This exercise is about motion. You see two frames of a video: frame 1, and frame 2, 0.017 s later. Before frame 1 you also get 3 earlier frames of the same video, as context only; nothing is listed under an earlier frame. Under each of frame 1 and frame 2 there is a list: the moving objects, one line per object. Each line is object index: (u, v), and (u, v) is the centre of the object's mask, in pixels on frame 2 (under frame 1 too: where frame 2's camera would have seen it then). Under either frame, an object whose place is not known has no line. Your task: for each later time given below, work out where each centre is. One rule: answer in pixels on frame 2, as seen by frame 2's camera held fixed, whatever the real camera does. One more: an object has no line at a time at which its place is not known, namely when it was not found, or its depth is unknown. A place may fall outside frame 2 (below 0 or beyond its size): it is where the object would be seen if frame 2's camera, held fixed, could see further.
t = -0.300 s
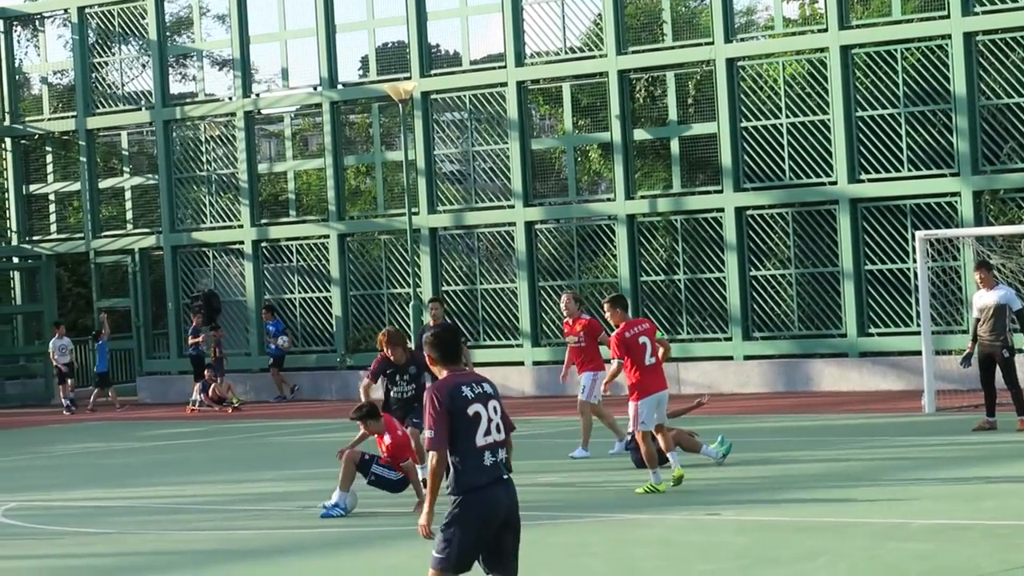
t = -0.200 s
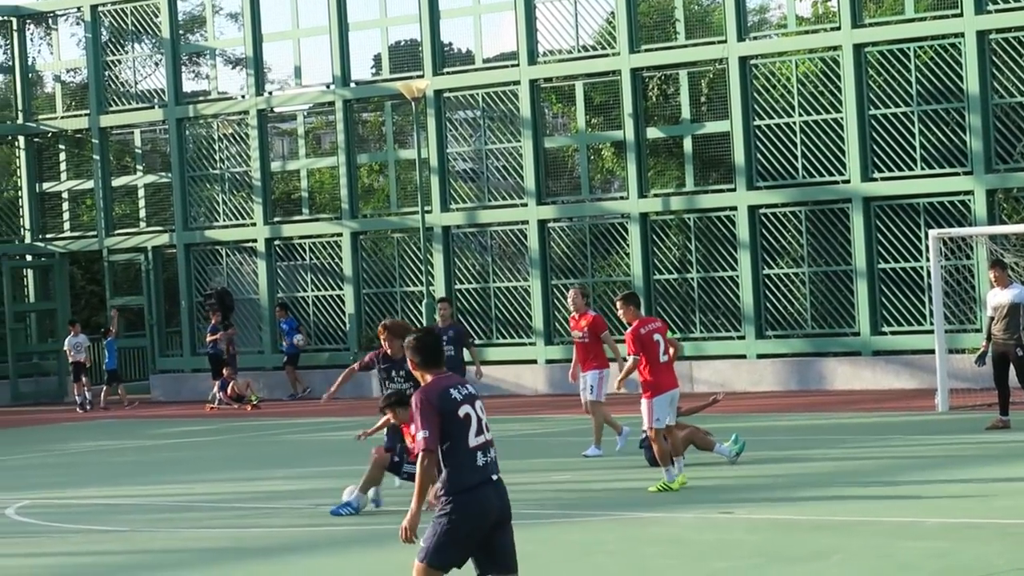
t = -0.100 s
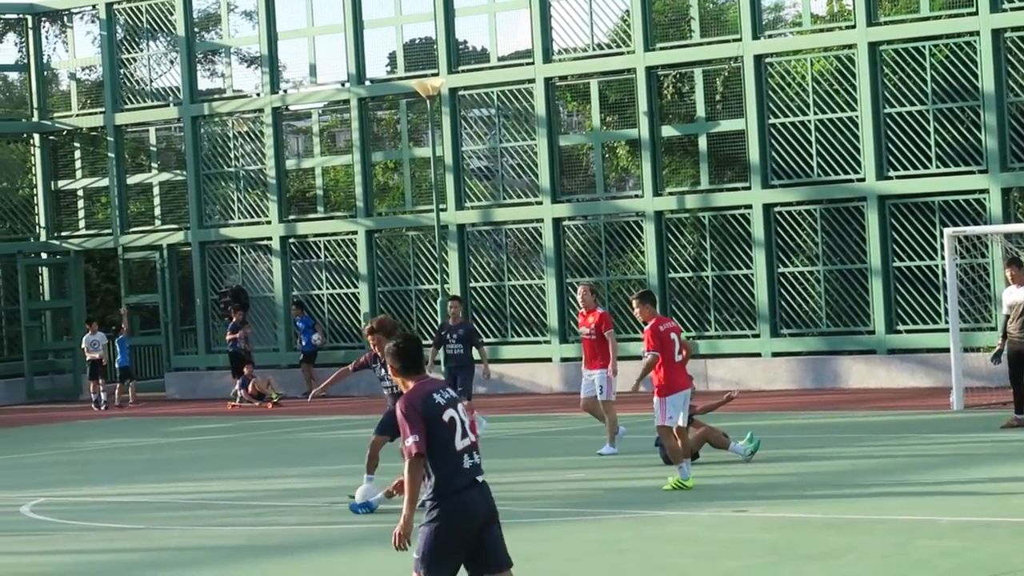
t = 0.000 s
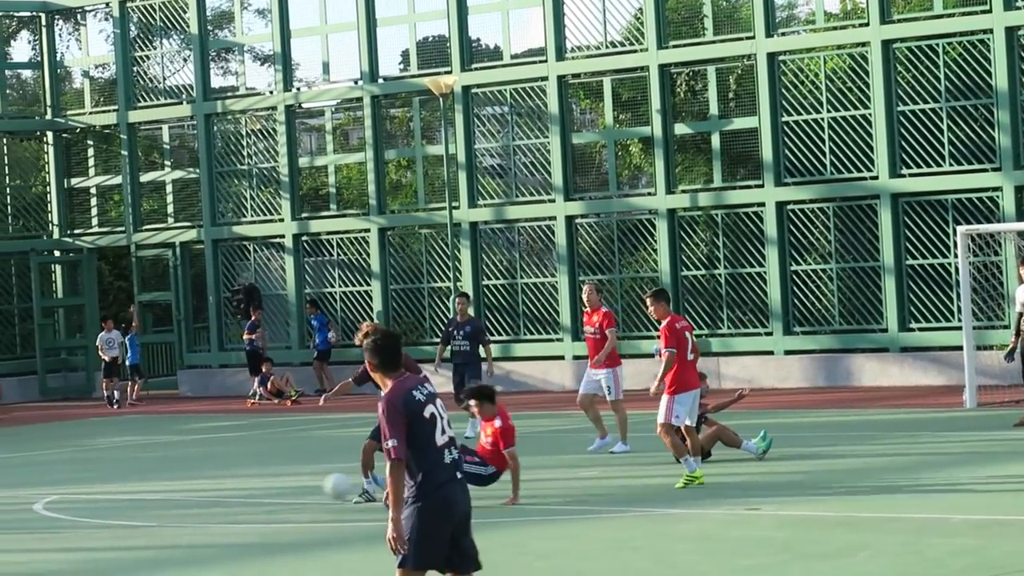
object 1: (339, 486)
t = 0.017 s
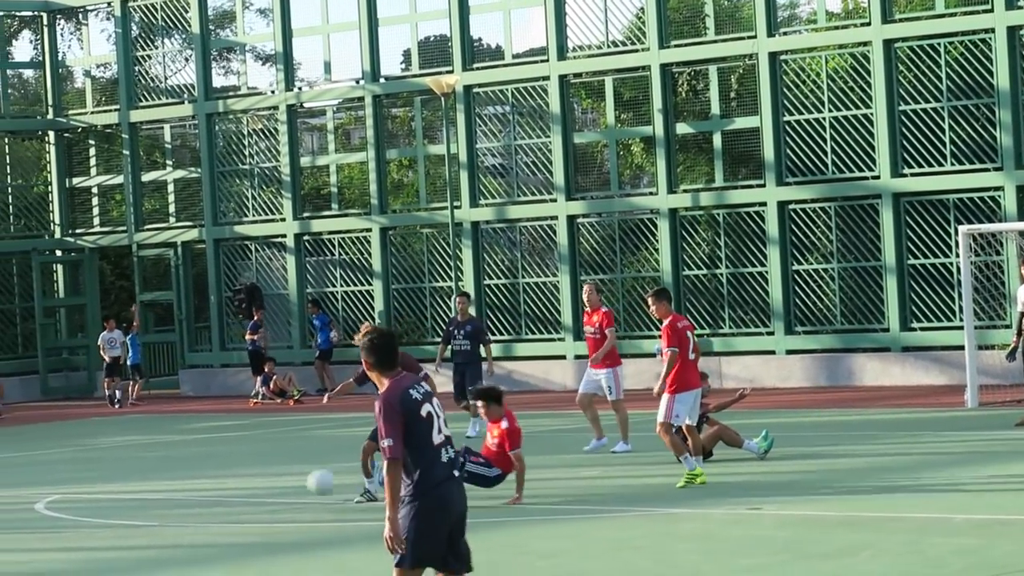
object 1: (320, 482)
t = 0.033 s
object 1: (302, 479)
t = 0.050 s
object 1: (283, 477)
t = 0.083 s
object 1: (244, 474)
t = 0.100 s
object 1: (228, 472)
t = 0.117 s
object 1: (211, 472)
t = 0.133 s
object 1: (193, 471)
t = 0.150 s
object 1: (175, 471)
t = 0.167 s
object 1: (158, 471)
